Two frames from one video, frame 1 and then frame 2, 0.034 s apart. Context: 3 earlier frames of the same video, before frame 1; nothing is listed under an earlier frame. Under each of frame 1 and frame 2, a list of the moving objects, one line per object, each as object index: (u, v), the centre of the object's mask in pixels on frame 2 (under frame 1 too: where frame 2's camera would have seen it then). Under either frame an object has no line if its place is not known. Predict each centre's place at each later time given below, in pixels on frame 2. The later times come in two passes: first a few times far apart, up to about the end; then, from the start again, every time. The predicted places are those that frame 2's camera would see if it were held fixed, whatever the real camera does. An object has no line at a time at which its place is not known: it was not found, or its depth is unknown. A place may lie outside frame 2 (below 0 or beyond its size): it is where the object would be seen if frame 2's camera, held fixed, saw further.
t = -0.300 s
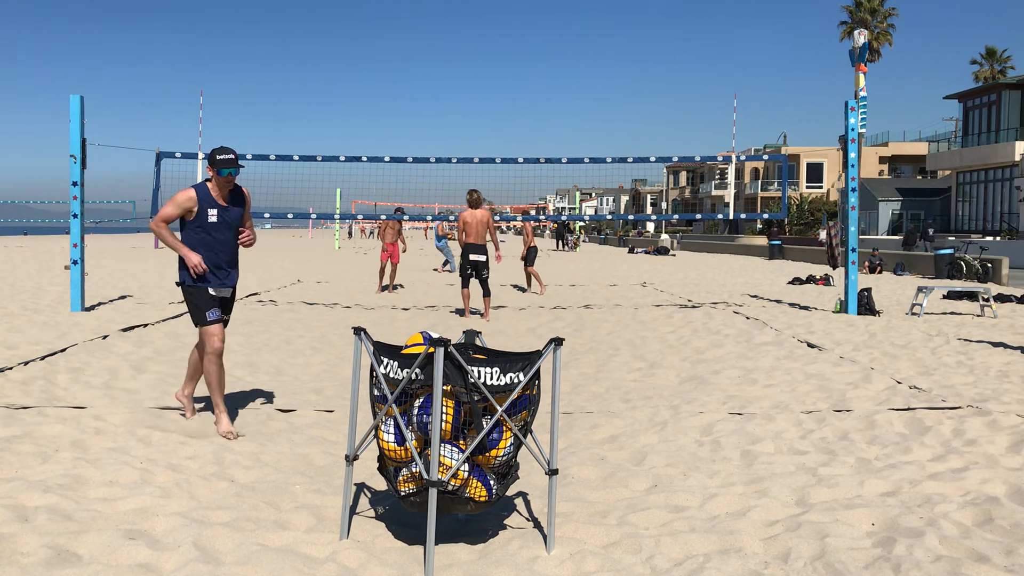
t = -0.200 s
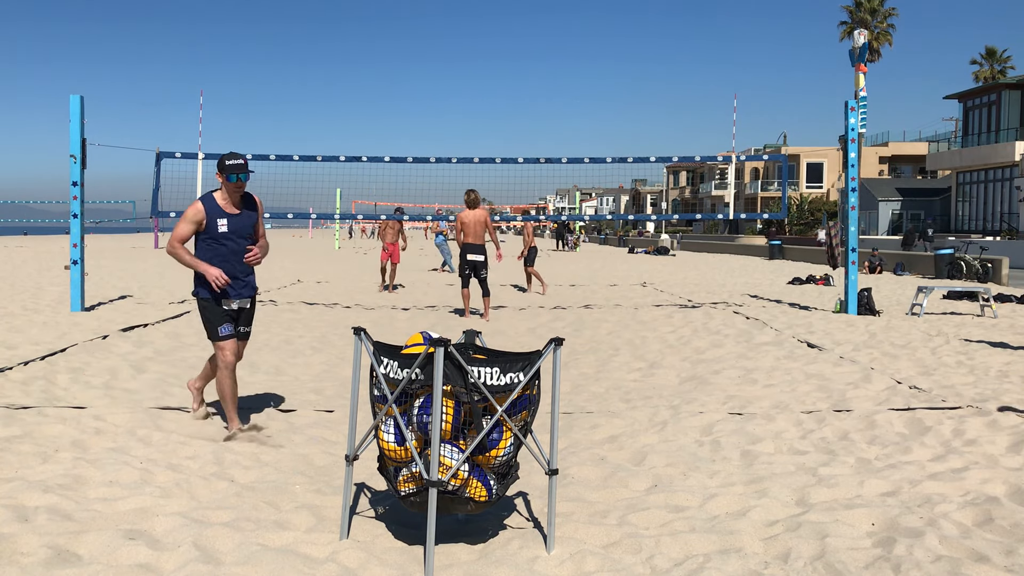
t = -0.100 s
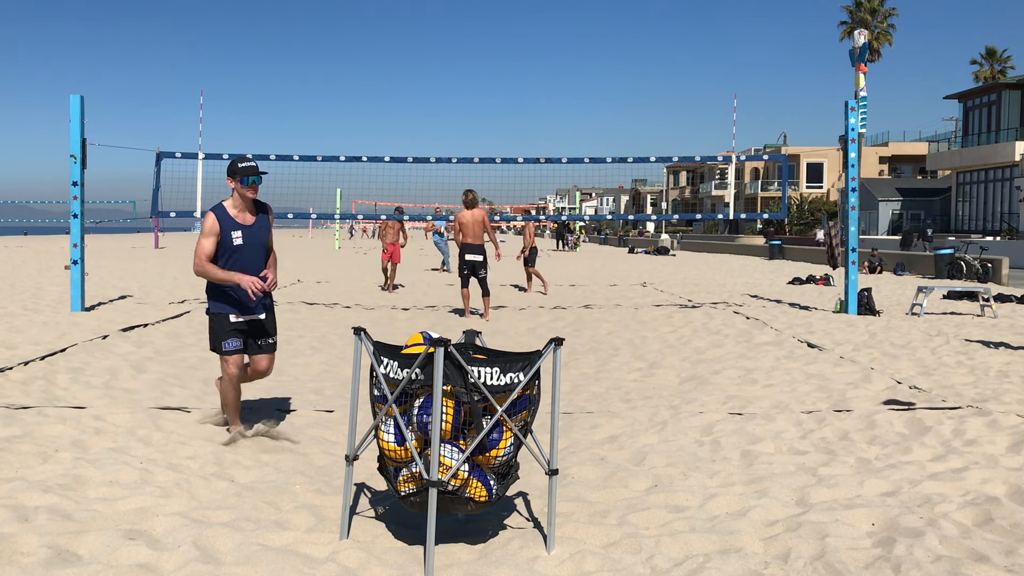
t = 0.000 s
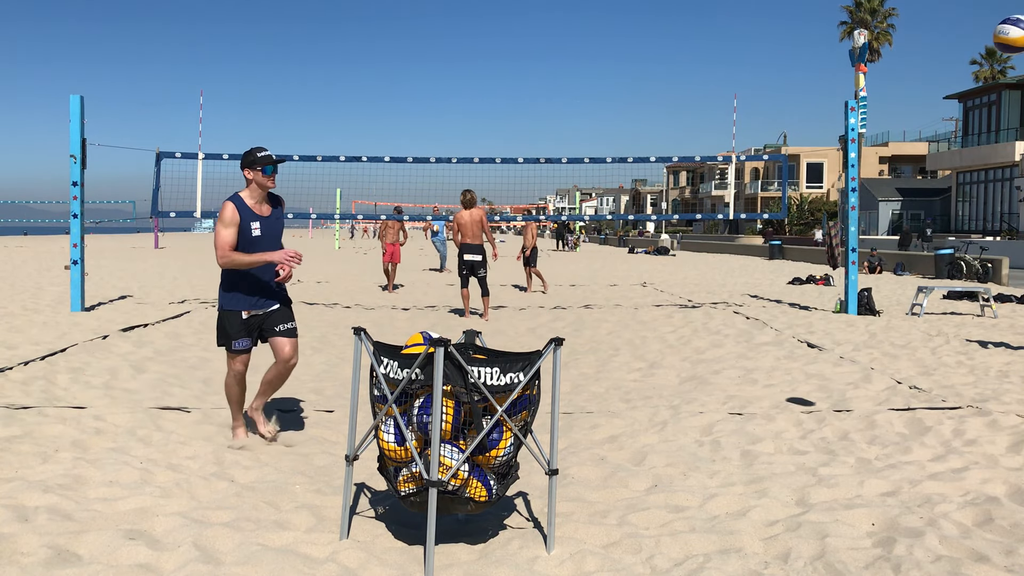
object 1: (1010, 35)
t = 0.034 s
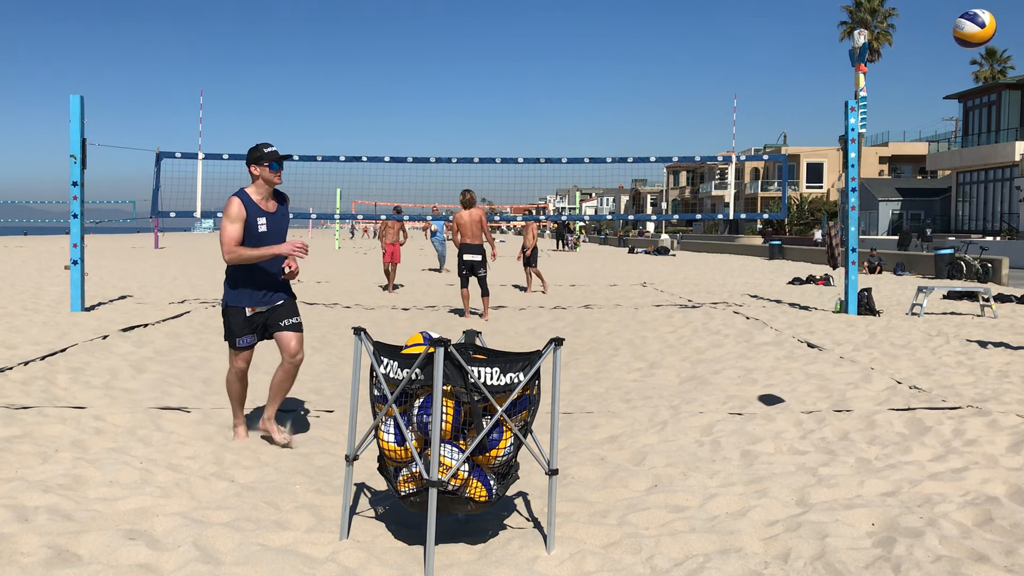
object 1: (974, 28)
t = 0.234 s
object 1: (744, 33)
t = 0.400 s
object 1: (567, 90)
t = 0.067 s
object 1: (934, 24)
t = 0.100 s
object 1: (895, 22)
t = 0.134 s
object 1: (856, 22)
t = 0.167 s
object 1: (818, 24)
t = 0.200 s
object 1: (781, 27)
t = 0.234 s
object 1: (744, 33)
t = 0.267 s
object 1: (707, 40)
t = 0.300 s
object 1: (671, 50)
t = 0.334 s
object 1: (636, 62)
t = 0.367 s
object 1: (601, 75)
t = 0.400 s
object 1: (567, 90)
